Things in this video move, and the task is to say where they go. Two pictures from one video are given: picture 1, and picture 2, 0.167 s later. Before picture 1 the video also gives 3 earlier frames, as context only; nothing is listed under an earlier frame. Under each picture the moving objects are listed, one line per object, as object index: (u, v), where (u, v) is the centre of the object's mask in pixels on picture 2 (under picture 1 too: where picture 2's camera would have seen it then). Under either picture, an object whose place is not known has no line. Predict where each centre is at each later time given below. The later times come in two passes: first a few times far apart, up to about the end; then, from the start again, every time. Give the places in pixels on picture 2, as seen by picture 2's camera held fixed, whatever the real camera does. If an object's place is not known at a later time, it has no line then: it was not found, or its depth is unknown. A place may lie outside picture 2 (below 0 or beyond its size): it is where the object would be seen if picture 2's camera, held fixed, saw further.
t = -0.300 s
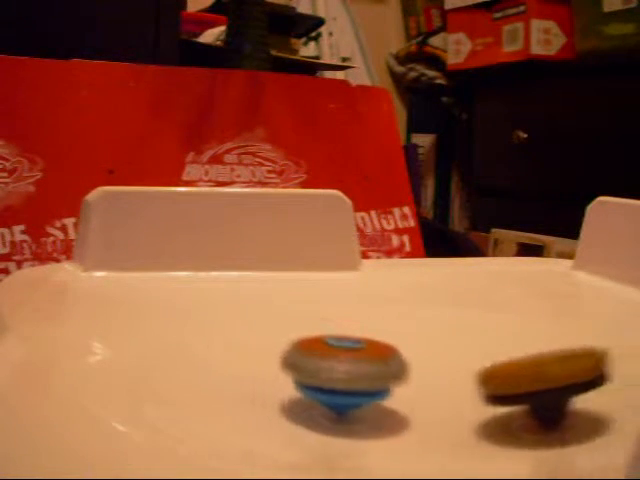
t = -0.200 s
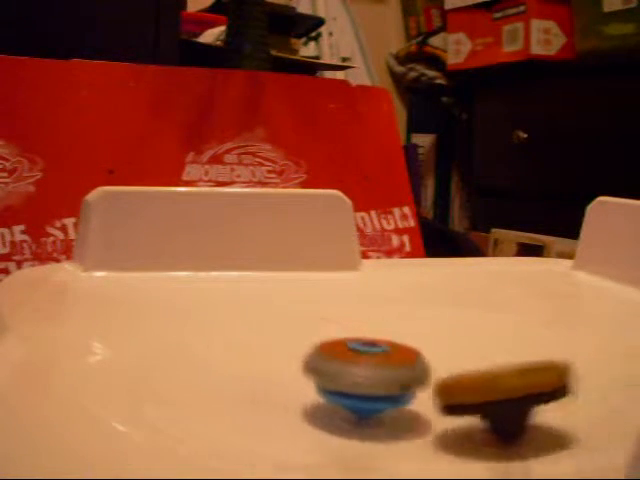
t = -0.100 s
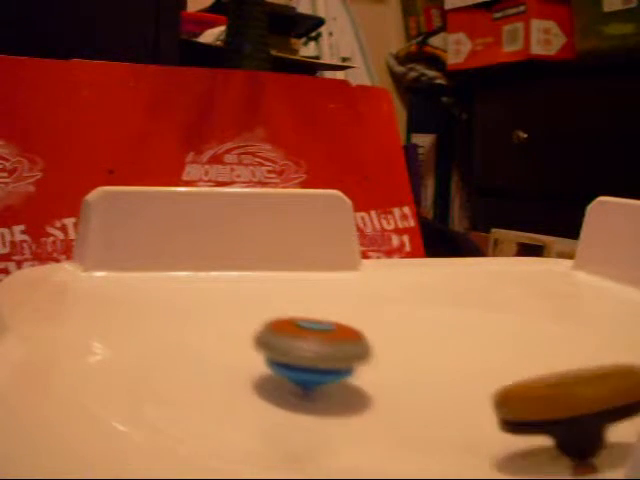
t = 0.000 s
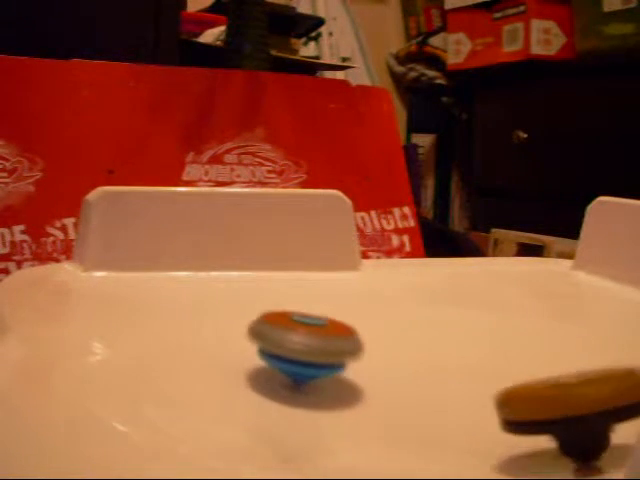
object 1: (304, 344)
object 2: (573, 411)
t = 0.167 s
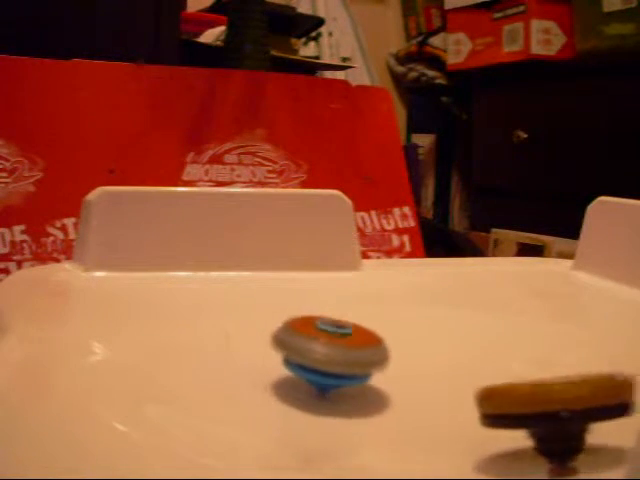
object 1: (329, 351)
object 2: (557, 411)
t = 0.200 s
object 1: (336, 353)
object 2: (547, 412)
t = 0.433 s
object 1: (378, 358)
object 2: (458, 408)
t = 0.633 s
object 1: (421, 348)
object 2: (353, 400)
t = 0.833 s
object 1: (438, 346)
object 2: (294, 387)
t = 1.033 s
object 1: (441, 353)
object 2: (268, 375)
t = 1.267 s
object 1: (456, 361)
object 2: (274, 362)
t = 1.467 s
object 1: (471, 367)
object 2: (300, 350)
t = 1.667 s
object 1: (473, 374)
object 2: (337, 338)
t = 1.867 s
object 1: (467, 381)
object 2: (376, 327)
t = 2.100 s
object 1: (440, 386)
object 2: (411, 319)
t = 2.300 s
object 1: (417, 385)
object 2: (433, 321)
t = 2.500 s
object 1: (393, 382)
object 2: (469, 334)
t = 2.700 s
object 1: (385, 377)
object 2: (517, 351)
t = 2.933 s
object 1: (390, 370)
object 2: (575, 366)
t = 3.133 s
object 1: (402, 365)
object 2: (585, 372)
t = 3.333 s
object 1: (416, 364)
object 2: (576, 378)
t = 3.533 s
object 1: (416, 355)
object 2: (555, 391)
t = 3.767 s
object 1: (335, 293)
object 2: (612, 430)
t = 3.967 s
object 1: (347, 342)
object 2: (587, 426)
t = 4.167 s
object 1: (392, 375)
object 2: (542, 420)
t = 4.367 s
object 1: (428, 378)
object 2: (494, 421)
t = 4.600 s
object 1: (413, 336)
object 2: (451, 416)
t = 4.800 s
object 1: (400, 336)
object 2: (387, 384)
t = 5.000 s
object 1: (453, 328)
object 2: (243, 347)
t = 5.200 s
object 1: (454, 344)
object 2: (244, 338)
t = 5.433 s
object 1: (457, 360)
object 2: (305, 337)
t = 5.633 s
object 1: (462, 370)
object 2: (378, 330)
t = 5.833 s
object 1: (452, 377)
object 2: (448, 316)
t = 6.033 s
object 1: (438, 382)
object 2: (500, 318)
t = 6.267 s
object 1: (414, 382)
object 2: (524, 328)
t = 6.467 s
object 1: (397, 378)
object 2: (551, 350)
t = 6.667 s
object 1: (392, 373)
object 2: (574, 374)
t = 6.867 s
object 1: (402, 366)
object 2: (571, 395)
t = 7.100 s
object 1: (422, 364)
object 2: (526, 411)
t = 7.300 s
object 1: (443, 356)
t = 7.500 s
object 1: (461, 365)
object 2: (368, 406)
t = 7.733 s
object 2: (293, 383)
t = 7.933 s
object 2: (263, 358)
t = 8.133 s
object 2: (273, 343)
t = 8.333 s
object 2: (304, 333)
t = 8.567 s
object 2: (369, 317)
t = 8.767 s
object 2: (434, 315)
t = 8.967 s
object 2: (479, 319)
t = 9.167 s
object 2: (517, 329)
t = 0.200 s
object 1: (336, 353)
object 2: (547, 412)
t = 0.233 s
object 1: (342, 355)
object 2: (536, 412)
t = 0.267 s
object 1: (349, 357)
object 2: (524, 412)
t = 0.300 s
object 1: (355, 358)
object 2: (511, 413)
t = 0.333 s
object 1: (362, 359)
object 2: (498, 412)
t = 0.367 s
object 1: (368, 360)
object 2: (485, 411)
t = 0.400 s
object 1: (373, 359)
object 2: (472, 409)
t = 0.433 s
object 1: (378, 358)
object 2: (458, 408)
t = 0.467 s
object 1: (384, 356)
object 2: (445, 408)
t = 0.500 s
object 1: (391, 351)
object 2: (427, 405)
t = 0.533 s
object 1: (400, 351)
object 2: (408, 402)
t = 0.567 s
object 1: (406, 350)
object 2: (393, 400)
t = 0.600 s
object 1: (414, 349)
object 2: (371, 400)
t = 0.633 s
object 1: (421, 348)
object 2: (353, 400)
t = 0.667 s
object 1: (426, 349)
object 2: (339, 399)
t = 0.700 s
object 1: (431, 346)
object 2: (327, 396)
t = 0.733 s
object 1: (434, 345)
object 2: (318, 394)
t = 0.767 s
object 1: (436, 345)
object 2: (309, 392)
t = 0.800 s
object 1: (437, 345)
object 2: (302, 390)
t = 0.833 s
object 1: (438, 346)
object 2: (294, 387)
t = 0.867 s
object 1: (438, 347)
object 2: (287, 385)
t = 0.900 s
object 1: (439, 348)
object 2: (281, 382)
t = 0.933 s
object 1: (439, 350)
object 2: (276, 380)
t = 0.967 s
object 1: (440, 351)
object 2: (273, 378)
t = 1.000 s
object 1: (441, 352)
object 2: (270, 376)
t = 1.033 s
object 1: (441, 353)
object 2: (268, 375)
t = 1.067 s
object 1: (442, 354)
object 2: (267, 373)
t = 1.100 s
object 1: (444, 355)
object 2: (266, 371)
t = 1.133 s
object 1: (445, 356)
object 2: (267, 369)
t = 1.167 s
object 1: (448, 357)
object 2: (267, 367)
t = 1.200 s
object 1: (450, 358)
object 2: (268, 365)
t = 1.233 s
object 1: (453, 359)
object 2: (271, 364)
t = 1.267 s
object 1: (456, 361)
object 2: (274, 362)
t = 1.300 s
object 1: (459, 362)
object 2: (277, 359)
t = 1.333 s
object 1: (462, 363)
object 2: (280, 357)
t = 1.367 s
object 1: (465, 364)
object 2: (284, 355)
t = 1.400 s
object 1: (467, 365)
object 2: (289, 354)
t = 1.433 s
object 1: (469, 366)
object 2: (294, 351)
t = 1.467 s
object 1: (471, 367)
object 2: (300, 350)
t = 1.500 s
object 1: (472, 368)
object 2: (305, 348)
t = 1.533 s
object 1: (472, 369)
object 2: (311, 346)
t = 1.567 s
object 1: (473, 370)
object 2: (318, 344)
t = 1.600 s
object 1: (474, 371)
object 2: (324, 342)
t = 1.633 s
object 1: (473, 373)
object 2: (330, 340)
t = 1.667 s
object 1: (473, 374)
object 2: (337, 338)
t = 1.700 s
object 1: (473, 375)
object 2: (343, 336)
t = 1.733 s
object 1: (472, 377)
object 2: (349, 334)
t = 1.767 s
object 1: (471, 378)
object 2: (355, 332)
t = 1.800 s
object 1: (470, 379)
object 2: (361, 331)
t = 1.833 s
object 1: (470, 380)
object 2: (369, 329)
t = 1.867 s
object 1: (467, 381)
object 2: (376, 327)
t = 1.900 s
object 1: (464, 382)
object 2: (382, 326)
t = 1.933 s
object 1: (460, 383)
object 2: (388, 324)
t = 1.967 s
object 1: (456, 384)
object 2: (394, 322)
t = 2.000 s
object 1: (452, 385)
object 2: (398, 322)
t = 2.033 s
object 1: (449, 385)
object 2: (403, 321)
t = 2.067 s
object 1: (444, 386)
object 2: (407, 319)
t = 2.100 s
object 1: (440, 386)
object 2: (411, 319)
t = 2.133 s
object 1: (433, 385)
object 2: (415, 319)
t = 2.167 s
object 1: (430, 385)
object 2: (418, 319)
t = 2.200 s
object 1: (426, 385)
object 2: (421, 319)
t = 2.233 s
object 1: (423, 385)
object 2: (425, 319)
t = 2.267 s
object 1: (420, 385)
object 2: (429, 320)
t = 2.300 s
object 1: (417, 385)
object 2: (433, 321)
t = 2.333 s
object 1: (413, 384)
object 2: (439, 323)
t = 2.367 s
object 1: (406, 385)
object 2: (444, 324)
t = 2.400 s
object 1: (402, 384)
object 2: (450, 326)
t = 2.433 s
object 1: (398, 384)
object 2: (455, 328)
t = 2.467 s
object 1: (395, 383)
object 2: (462, 331)
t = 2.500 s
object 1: (393, 382)
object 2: (469, 334)
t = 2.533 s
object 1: (390, 381)
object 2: (476, 337)
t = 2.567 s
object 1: (388, 380)
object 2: (484, 340)
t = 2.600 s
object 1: (387, 380)
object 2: (492, 343)
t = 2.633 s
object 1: (385, 379)
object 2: (500, 346)
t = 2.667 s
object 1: (385, 378)
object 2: (508, 348)
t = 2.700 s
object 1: (385, 377)
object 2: (517, 351)
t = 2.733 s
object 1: (384, 376)
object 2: (525, 353)
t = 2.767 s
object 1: (384, 375)
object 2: (535, 355)
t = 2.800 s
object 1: (385, 374)
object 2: (544, 358)
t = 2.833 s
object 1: (386, 373)
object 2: (553, 361)
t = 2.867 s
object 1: (387, 372)
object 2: (562, 363)
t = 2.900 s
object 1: (388, 371)
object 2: (569, 364)
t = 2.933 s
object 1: (390, 370)
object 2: (575, 366)
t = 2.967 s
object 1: (391, 369)
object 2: (578, 367)
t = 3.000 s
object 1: (394, 368)
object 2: (581, 369)
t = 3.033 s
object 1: (396, 367)
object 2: (583, 370)
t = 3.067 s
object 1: (398, 367)
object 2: (584, 371)
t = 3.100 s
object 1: (400, 366)
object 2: (585, 372)
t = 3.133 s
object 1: (402, 365)
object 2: (585, 372)
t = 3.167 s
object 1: (404, 365)
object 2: (584, 373)
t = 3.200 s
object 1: (406, 364)
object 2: (584, 374)
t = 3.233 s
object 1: (409, 364)
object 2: (583, 375)
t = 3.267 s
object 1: (411, 364)
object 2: (581, 376)
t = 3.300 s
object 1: (413, 364)
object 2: (579, 377)
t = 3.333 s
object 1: (416, 364)
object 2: (576, 378)
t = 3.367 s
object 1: (418, 364)
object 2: (572, 379)
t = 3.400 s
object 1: (421, 364)
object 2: (566, 382)
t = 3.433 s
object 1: (424, 364)
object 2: (557, 383)
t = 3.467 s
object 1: (426, 364)
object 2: (548, 386)
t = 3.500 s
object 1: (427, 364)
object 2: (537, 388)
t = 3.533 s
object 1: (416, 355)
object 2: (555, 391)
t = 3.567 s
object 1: (389, 334)
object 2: (586, 408)
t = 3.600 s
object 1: (369, 321)
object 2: (594, 409)
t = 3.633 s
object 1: (357, 306)
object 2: (601, 410)
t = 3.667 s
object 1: (347, 296)
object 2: (607, 423)
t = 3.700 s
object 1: (341, 289)
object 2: (610, 426)
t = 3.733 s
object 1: (337, 289)
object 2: (611, 431)
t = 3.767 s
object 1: (335, 293)
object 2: (612, 430)
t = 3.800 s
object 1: (333, 301)
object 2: (609, 430)
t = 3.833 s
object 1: (333, 308)
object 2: (604, 428)
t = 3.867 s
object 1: (335, 317)
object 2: (599, 426)
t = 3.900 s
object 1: (338, 325)
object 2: (594, 426)
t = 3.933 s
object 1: (341, 333)
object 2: (590, 426)
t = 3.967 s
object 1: (347, 342)
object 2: (587, 426)
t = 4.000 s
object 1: (353, 349)
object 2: (582, 427)
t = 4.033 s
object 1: (360, 356)
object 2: (578, 427)
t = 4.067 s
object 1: (368, 362)
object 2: (571, 426)
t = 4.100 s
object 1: (376, 366)
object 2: (562, 424)
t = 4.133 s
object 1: (384, 371)
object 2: (552, 422)
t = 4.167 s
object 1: (392, 375)
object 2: (542, 420)
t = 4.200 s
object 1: (398, 377)
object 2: (525, 420)
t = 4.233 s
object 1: (405, 379)
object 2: (519, 420)
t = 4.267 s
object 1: (411, 379)
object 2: (516, 421)
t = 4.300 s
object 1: (418, 380)
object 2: (512, 421)
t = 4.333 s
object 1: (422, 380)
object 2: (504, 421)
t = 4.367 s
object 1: (428, 378)
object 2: (494, 421)
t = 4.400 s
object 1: (430, 377)
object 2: (487, 421)
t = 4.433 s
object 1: (428, 366)
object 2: (487, 422)
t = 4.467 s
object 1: (424, 359)
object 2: (483, 422)
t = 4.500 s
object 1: (422, 350)
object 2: (476, 422)
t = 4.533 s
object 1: (419, 343)
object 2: (469, 420)
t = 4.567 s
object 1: (416, 339)
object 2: (461, 418)
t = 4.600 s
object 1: (413, 336)
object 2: (451, 416)
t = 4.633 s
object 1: (410, 335)
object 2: (439, 409)
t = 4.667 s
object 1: (408, 335)
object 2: (427, 405)
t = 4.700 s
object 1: (405, 335)
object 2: (417, 400)
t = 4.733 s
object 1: (403, 336)
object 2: (406, 397)
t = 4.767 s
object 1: (401, 336)
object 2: (397, 390)
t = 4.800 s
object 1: (400, 336)
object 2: (387, 384)
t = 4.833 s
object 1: (403, 332)
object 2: (374, 379)
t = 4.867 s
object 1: (415, 333)
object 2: (342, 372)
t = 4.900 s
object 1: (428, 331)
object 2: (311, 367)
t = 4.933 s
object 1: (439, 328)
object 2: (285, 354)
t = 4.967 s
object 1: (447, 327)
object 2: (259, 353)
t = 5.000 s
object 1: (453, 328)
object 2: (243, 347)
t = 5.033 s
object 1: (457, 329)
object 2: (234, 342)
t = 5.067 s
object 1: (459, 331)
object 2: (232, 339)
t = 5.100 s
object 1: (459, 334)
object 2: (234, 338)
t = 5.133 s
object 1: (457, 337)
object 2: (237, 338)
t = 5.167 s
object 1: (455, 341)
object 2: (241, 338)
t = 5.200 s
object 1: (454, 344)
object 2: (244, 338)
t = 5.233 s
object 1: (453, 346)
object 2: (249, 337)
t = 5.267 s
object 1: (452, 349)
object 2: (255, 337)
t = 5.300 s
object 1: (453, 352)
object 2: (262, 337)
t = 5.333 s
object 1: (453, 354)
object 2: (271, 337)
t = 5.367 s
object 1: (455, 356)
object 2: (281, 337)
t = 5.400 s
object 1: (456, 359)
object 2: (293, 337)
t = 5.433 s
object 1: (457, 360)
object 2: (305, 337)
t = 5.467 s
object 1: (458, 362)
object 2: (317, 337)
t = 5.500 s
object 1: (459, 365)
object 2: (329, 336)
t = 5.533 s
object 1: (460, 366)
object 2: (342, 335)
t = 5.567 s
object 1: (462, 367)
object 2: (354, 334)
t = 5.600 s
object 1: (462, 369)
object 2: (366, 332)
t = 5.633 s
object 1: (462, 370)
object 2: (378, 330)
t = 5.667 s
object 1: (459, 372)
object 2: (389, 327)
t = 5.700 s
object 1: (458, 373)
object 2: (401, 324)
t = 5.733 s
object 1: (457, 373)
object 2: (414, 321)
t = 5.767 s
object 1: (456, 374)
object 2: (425, 319)
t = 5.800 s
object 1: (455, 376)
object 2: (436, 317)
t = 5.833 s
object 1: (452, 377)
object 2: (448, 316)
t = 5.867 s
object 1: (451, 377)
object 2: (458, 315)
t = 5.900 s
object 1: (451, 377)
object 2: (468, 315)
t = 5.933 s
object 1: (446, 379)
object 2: (477, 316)
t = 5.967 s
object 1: (444, 380)
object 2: (485, 316)
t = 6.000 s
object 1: (441, 381)
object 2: (493, 317)
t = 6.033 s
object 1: (438, 382)
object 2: (500, 318)
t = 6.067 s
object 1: (435, 383)
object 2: (505, 319)
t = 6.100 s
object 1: (432, 383)
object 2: (510, 320)
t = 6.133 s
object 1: (429, 383)
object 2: (513, 321)
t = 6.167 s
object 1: (425, 383)
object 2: (516, 322)
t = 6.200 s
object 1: (421, 383)
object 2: (518, 323)
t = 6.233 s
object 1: (418, 382)
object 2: (521, 325)
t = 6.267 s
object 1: (414, 382)
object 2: (524, 328)
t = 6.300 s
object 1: (411, 382)
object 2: (528, 330)
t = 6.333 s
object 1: (408, 381)
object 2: (532, 334)
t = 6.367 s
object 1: (405, 380)
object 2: (537, 338)
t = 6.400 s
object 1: (402, 380)
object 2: (541, 341)
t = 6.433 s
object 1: (400, 379)
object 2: (546, 346)
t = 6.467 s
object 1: (397, 378)
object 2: (551, 350)
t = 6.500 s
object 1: (395, 378)
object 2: (556, 354)
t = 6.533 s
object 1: (393, 377)
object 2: (561, 358)
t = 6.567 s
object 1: (392, 376)
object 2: (566, 362)
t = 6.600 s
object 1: (392, 374)
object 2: (570, 366)
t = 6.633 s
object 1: (391, 373)
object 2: (573, 370)
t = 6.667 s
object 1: (392, 373)
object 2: (574, 374)
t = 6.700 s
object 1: (393, 371)
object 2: (575, 378)
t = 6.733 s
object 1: (394, 370)
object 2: (575, 382)
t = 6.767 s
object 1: (396, 369)
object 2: (575, 386)
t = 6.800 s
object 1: (398, 368)
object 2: (574, 389)
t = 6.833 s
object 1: (400, 367)
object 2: (573, 392)
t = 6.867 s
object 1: (402, 366)
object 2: (571, 395)
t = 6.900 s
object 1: (405, 365)
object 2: (568, 397)
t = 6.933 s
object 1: (408, 366)
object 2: (564, 400)
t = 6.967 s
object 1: (411, 366)
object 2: (559, 402)
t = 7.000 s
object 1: (414, 365)
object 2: (552, 405)
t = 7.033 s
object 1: (416, 365)
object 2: (543, 407)
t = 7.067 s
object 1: (419, 365)
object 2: (535, 409)
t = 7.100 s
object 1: (422, 364)
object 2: (526, 411)
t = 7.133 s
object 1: (424, 364)
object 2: (515, 412)
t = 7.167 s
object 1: (427, 362)
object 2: (504, 414)
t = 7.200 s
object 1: (431, 359)
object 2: (491, 414)
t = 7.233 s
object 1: (435, 359)
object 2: (482, 414)
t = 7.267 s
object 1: (439, 357)
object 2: (469, 414)
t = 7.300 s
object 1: (443, 356)
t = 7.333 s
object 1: (446, 356)
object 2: (444, 413)
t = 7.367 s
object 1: (450, 356)
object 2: (430, 412)
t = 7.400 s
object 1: (453, 357)
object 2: (414, 412)
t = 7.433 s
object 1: (457, 359)
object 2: (398, 410)
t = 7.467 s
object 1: (460, 362)
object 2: (383, 408)
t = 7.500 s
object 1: (461, 365)
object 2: (368, 406)
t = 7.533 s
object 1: (459, 368)
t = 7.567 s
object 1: (459, 368)
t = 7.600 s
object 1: (458, 370)
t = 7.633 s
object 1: (457, 371)
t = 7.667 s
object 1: (456, 372)
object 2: (310, 390)
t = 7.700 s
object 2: (301, 387)
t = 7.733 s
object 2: (293, 383)
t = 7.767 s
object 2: (285, 378)
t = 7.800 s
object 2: (278, 374)
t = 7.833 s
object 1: (447, 378)
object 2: (273, 370)
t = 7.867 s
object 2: (268, 366)
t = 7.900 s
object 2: (265, 362)
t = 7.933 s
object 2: (263, 358)
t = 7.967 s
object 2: (263, 355)
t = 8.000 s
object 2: (263, 352)
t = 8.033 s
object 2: (264, 349)
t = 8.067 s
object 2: (267, 347)
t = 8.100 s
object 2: (270, 345)
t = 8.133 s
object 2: (273, 343)
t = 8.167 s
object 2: (277, 341)
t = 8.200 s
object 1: (413, 381)
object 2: (282, 339)
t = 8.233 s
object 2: (287, 338)
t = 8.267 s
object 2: (292, 336)
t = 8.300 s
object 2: (298, 335)
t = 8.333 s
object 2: (304, 333)
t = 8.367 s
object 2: (311, 331)
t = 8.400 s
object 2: (318, 329)
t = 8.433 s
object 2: (327, 326)
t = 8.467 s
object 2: (336, 323)
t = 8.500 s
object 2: (346, 320)
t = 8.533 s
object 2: (357, 318)
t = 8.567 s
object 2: (369, 317)
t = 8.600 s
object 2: (381, 316)
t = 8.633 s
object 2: (392, 316)
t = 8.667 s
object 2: (403, 316)
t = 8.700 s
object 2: (412, 315)
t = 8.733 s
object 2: (424, 316)
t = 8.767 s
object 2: (434, 315)
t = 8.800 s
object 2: (444, 315)
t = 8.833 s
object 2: (453, 315)
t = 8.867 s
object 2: (461, 316)
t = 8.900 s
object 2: (467, 317)
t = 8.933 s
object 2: (473, 318)
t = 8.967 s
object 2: (479, 319)
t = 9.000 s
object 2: (486, 320)
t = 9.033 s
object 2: (493, 321)
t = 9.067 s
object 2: (499, 323)
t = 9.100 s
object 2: (505, 324)
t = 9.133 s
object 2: (511, 326)
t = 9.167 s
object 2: (517, 329)
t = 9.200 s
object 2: (525, 332)
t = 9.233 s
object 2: (533, 335)
